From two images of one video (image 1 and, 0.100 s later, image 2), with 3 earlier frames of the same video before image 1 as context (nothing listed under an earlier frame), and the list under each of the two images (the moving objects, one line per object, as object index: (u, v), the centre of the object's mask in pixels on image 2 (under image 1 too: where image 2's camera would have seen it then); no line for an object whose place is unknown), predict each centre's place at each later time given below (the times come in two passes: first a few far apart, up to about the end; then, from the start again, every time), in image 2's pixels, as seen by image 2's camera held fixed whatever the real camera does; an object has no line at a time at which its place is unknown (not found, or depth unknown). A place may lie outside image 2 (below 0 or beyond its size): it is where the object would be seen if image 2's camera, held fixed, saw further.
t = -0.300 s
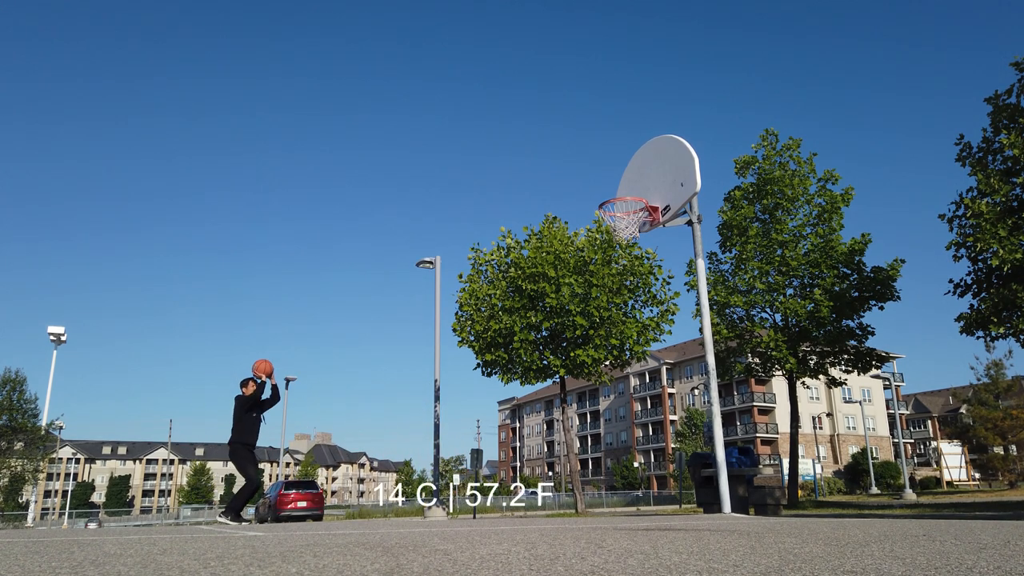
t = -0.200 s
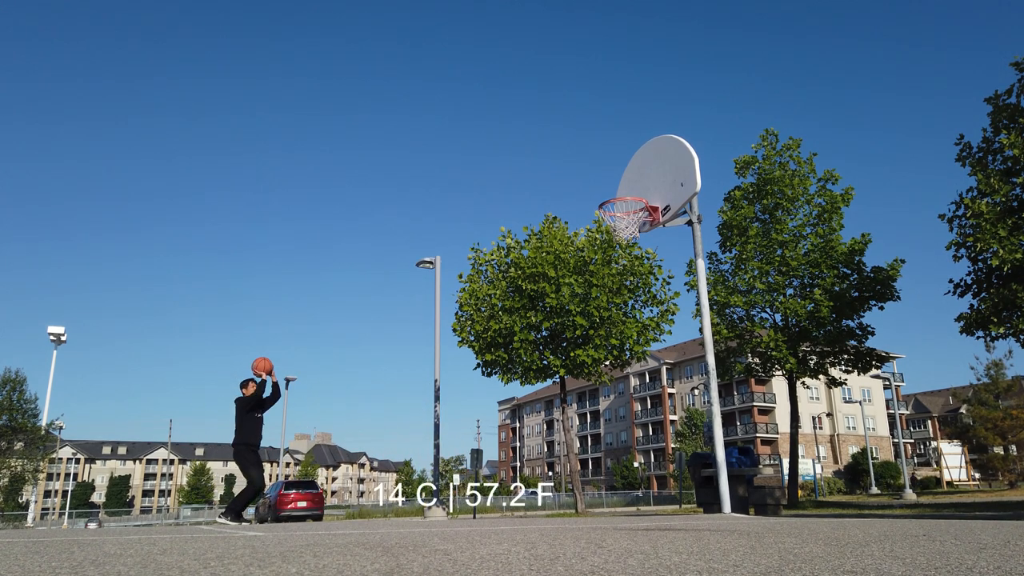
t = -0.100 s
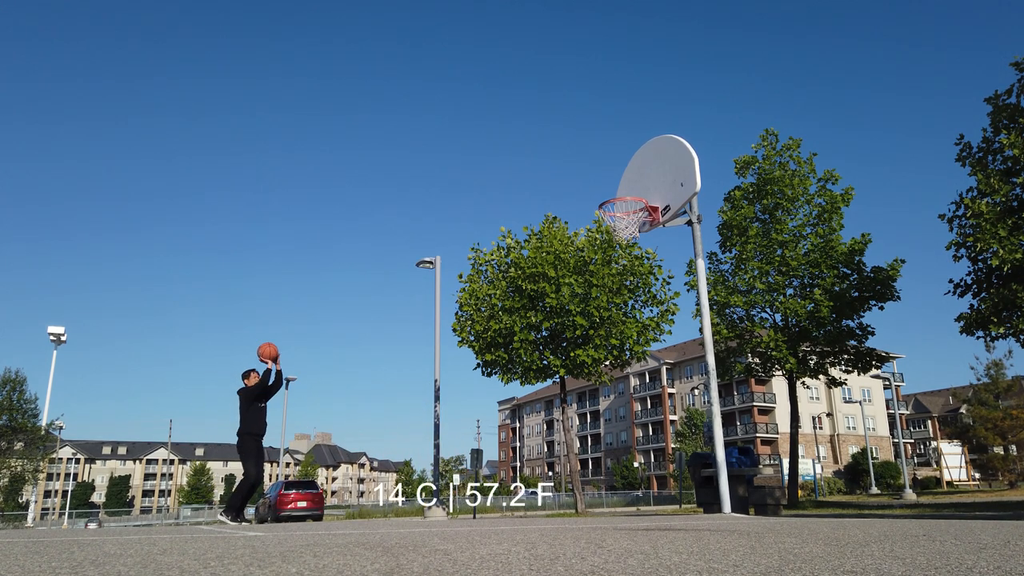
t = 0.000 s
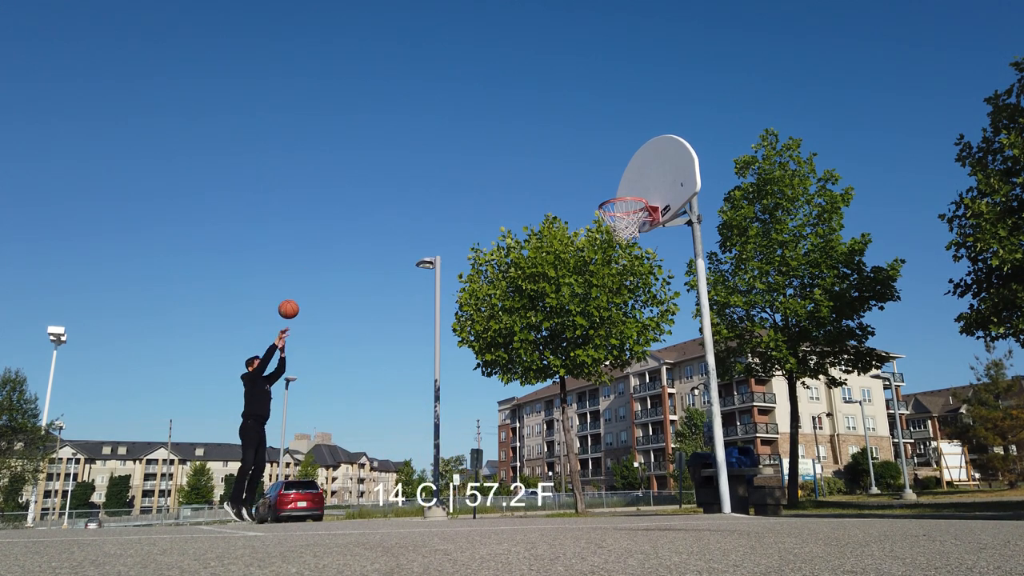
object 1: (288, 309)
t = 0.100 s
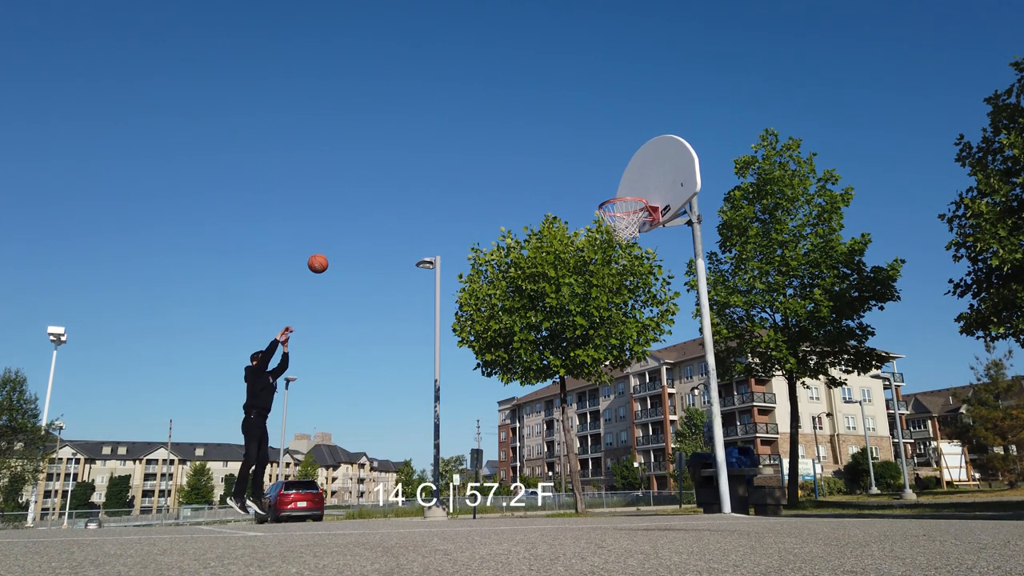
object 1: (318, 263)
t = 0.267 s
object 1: (366, 203)
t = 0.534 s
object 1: (445, 147)
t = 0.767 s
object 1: (519, 142)
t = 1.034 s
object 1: (616, 195)
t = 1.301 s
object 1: (611, 225)
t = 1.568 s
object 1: (623, 218)
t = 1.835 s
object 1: (628, 230)
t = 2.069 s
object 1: (617, 251)
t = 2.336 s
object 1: (610, 333)
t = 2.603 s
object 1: (604, 504)
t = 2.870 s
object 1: (583, 371)
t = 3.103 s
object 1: (566, 316)
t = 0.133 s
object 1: (327, 250)
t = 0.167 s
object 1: (337, 237)
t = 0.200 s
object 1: (347, 225)
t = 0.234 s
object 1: (356, 214)
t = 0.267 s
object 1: (366, 203)
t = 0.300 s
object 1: (376, 193)
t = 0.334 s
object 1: (386, 184)
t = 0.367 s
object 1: (395, 176)
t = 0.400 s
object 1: (405, 169)
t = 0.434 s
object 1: (415, 162)
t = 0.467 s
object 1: (425, 156)
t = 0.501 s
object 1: (435, 151)
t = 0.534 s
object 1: (445, 147)
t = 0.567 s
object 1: (455, 144)
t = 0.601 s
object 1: (465, 141)
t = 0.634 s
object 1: (476, 140)
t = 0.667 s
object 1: (486, 139)
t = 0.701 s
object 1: (497, 139)
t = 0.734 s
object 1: (508, 140)
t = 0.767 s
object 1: (519, 142)
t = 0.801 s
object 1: (530, 145)
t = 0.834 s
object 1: (542, 149)
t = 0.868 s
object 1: (553, 154)
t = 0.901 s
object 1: (565, 160)
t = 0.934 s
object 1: (578, 167)
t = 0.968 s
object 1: (590, 176)
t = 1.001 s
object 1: (603, 185)
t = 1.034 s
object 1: (616, 195)
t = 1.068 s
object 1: (627, 202)
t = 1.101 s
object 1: (634, 209)
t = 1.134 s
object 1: (632, 213)
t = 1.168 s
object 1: (629, 220)
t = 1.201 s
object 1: (626, 224)
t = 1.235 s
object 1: (623, 225)
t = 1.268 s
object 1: (615, 227)
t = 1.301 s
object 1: (611, 225)
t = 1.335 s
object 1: (609, 224)
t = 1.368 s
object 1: (608, 222)
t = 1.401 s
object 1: (610, 220)
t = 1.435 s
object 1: (614, 219)
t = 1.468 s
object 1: (616, 219)
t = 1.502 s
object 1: (617, 218)
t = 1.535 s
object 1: (620, 217)
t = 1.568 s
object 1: (623, 218)
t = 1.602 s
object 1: (627, 219)
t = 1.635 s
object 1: (630, 220)
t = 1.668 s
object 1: (632, 222)
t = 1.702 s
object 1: (633, 223)
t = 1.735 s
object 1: (632, 224)
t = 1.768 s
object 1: (632, 225)
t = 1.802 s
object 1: (630, 228)
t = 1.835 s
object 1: (628, 230)
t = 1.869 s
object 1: (626, 233)
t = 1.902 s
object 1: (625, 235)
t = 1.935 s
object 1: (622, 237)
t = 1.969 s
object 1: (621, 240)
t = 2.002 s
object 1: (619, 243)
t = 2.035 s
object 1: (618, 246)
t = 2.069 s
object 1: (617, 251)
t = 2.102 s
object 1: (616, 257)
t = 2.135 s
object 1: (615, 264)
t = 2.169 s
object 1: (614, 273)
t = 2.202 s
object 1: (613, 283)
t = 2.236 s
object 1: (612, 293)
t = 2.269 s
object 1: (611, 305)
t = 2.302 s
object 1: (610, 319)
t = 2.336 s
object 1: (610, 333)
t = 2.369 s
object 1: (609, 349)
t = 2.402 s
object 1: (608, 367)
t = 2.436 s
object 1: (607, 385)
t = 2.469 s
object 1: (607, 405)
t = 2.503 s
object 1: (607, 427)
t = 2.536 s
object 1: (606, 451)
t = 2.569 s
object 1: (606, 477)
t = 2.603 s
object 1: (604, 504)
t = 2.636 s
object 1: (602, 486)
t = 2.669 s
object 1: (600, 465)
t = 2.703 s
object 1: (596, 446)
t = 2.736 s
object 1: (594, 428)
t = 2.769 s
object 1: (591, 411)
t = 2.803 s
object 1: (588, 397)
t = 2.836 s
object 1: (586, 383)
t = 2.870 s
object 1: (583, 371)
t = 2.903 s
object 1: (581, 358)
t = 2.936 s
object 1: (578, 349)
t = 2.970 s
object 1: (576, 340)
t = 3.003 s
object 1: (574, 331)
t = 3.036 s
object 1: (571, 325)
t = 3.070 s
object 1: (569, 320)
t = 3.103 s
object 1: (566, 316)
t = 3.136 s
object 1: (565, 313)
